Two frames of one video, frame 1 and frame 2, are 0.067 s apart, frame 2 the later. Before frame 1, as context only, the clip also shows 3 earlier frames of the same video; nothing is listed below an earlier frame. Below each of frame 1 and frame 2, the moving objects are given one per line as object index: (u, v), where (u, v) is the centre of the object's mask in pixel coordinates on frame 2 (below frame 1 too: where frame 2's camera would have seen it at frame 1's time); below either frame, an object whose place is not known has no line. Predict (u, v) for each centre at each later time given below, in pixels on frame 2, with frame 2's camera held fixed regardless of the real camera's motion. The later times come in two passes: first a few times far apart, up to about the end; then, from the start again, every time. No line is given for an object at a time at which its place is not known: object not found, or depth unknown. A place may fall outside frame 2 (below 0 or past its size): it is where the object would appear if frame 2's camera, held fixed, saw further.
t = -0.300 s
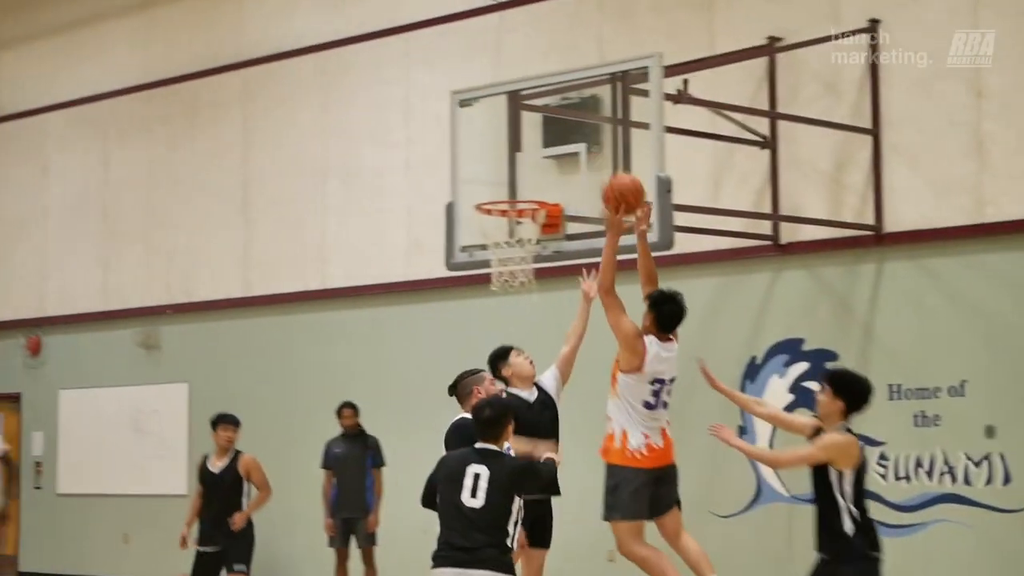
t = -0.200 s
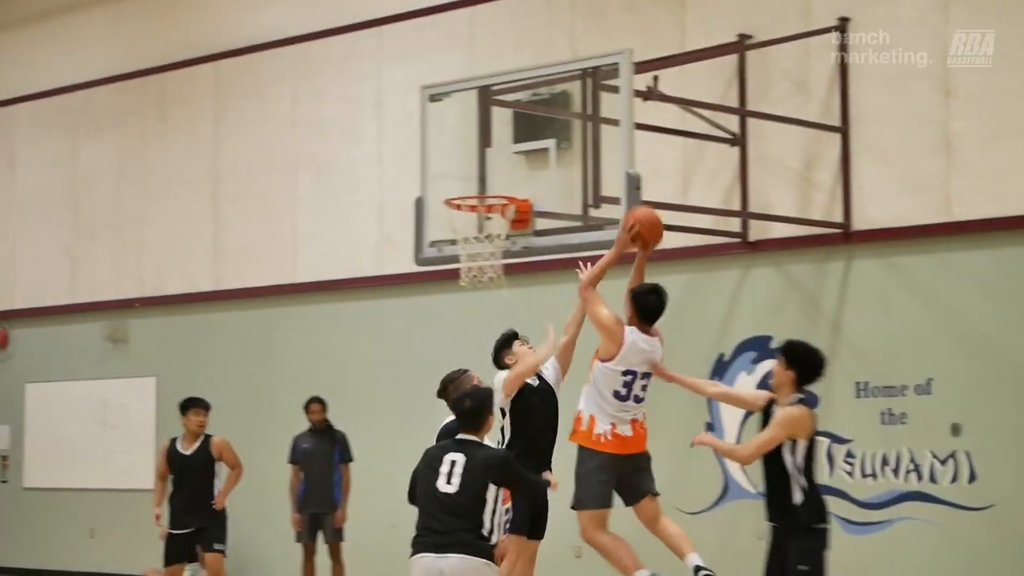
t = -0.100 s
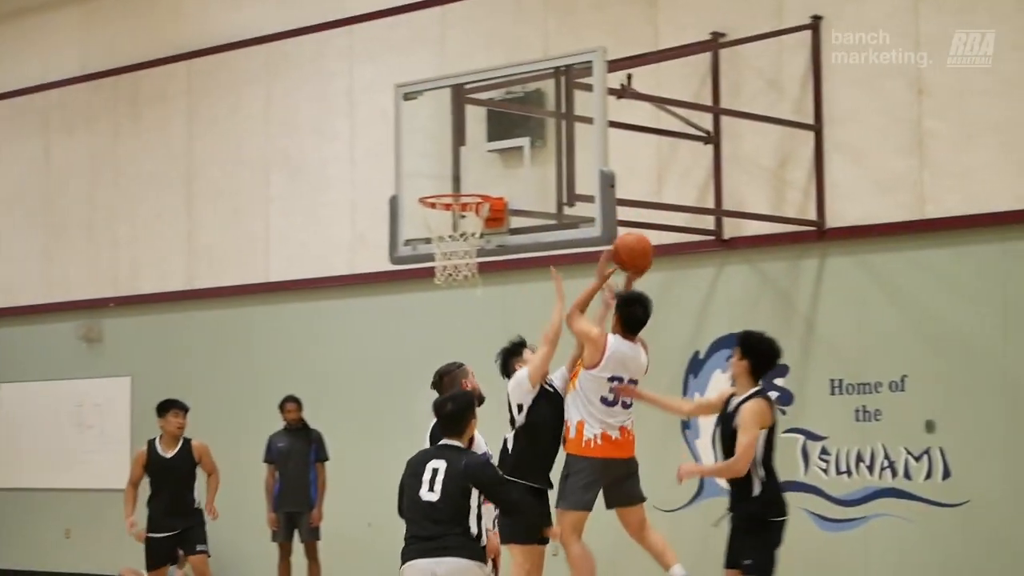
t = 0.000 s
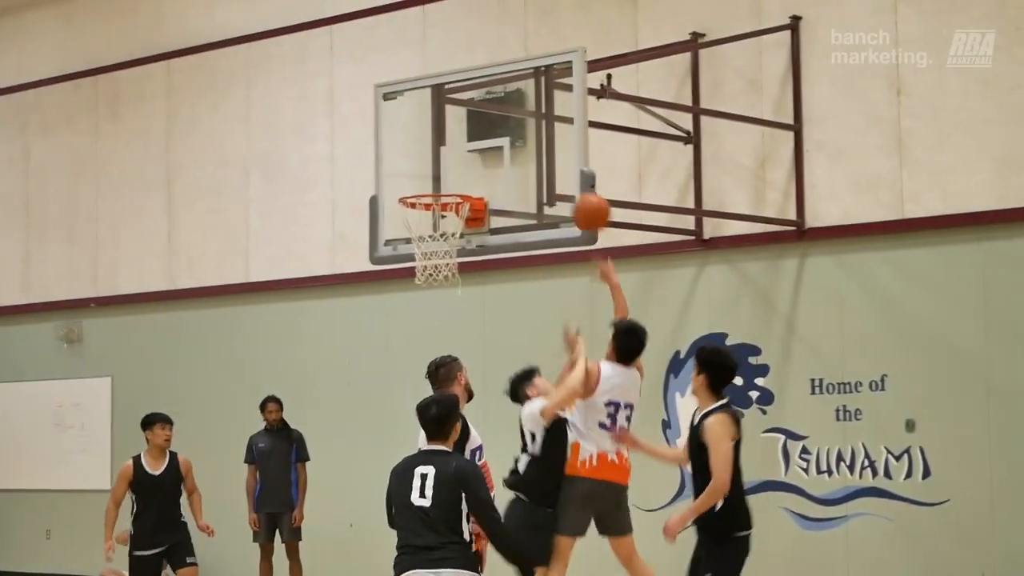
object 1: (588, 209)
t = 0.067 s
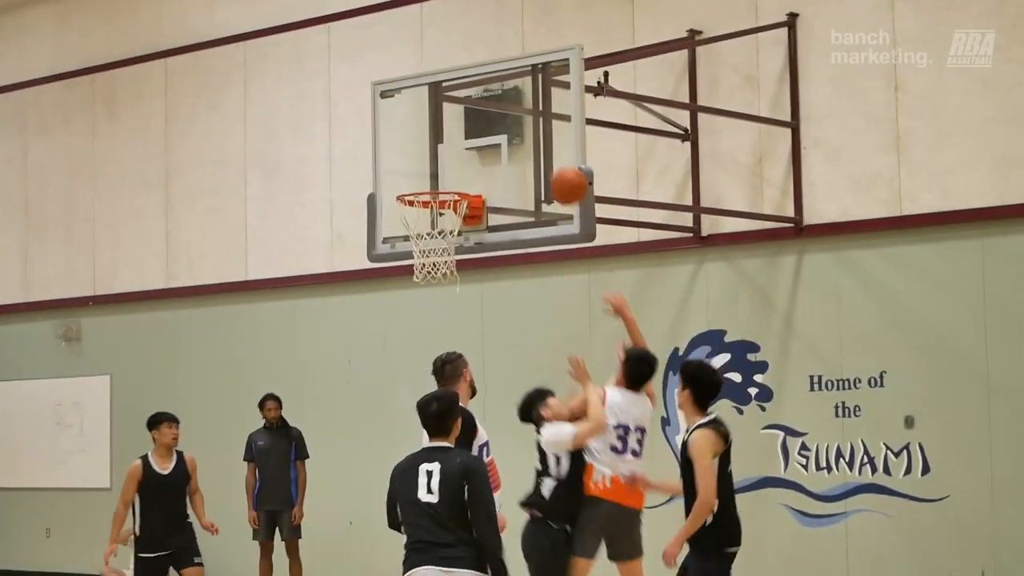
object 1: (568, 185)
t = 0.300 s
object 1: (487, 162)
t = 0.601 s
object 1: (410, 228)
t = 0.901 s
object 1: (420, 287)
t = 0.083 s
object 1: (562, 181)
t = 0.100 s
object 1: (557, 176)
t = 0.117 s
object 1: (552, 173)
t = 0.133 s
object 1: (548, 170)
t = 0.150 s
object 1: (543, 167)
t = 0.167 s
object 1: (539, 164)
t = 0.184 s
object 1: (534, 162)
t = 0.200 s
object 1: (529, 161)
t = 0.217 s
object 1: (523, 159)
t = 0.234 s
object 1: (516, 159)
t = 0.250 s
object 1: (509, 159)
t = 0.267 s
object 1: (502, 159)
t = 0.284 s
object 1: (494, 160)
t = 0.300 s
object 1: (487, 162)
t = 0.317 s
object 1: (480, 164)
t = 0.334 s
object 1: (474, 165)
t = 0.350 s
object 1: (467, 167)
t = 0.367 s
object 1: (460, 170)
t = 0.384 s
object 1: (453, 173)
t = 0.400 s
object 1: (446, 177)
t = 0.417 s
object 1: (439, 179)
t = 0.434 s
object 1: (432, 180)
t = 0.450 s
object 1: (426, 183)
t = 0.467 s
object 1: (425, 191)
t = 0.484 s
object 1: (422, 196)
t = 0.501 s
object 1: (419, 200)
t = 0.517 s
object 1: (418, 204)
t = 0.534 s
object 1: (416, 209)
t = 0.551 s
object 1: (414, 214)
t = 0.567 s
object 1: (413, 218)
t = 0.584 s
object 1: (412, 223)
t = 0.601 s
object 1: (410, 228)
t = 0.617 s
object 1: (409, 232)
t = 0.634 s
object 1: (409, 235)
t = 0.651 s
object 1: (409, 237)
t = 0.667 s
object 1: (409, 240)
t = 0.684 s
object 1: (410, 242)
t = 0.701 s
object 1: (411, 244)
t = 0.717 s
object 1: (411, 246)
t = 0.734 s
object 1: (412, 250)
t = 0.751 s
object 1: (412, 252)
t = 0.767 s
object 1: (412, 265)
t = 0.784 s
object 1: (411, 266)
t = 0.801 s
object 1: (413, 268)
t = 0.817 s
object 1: (414, 270)
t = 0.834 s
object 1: (416, 272)
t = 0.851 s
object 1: (417, 275)
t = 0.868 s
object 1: (418, 279)
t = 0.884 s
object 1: (419, 282)
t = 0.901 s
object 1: (420, 287)
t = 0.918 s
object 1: (421, 293)
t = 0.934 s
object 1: (423, 300)
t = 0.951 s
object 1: (424, 307)
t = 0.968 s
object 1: (425, 314)
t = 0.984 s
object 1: (427, 322)
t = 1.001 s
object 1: (427, 330)
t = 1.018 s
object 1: (427, 339)
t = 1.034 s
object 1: (425, 347)
